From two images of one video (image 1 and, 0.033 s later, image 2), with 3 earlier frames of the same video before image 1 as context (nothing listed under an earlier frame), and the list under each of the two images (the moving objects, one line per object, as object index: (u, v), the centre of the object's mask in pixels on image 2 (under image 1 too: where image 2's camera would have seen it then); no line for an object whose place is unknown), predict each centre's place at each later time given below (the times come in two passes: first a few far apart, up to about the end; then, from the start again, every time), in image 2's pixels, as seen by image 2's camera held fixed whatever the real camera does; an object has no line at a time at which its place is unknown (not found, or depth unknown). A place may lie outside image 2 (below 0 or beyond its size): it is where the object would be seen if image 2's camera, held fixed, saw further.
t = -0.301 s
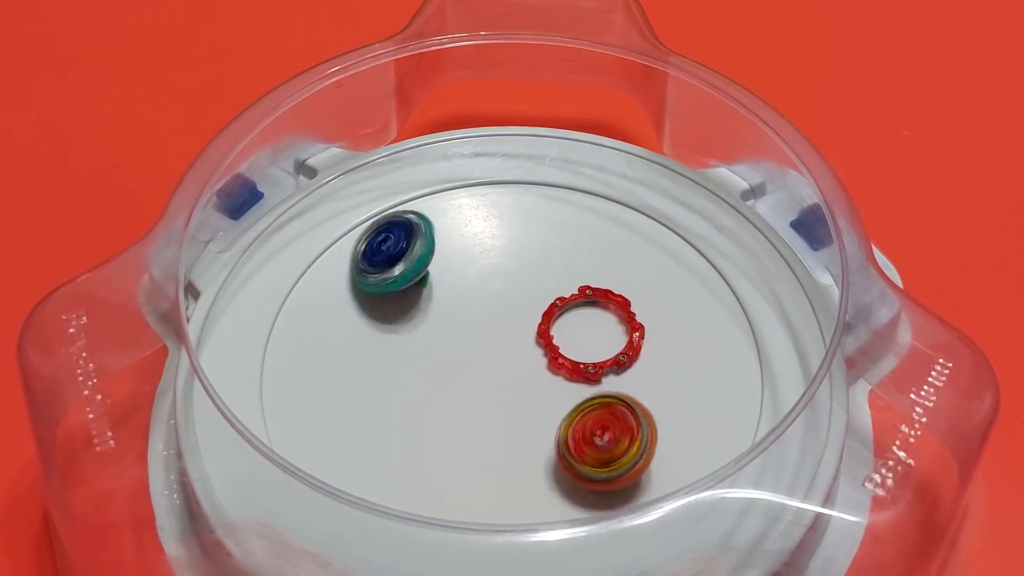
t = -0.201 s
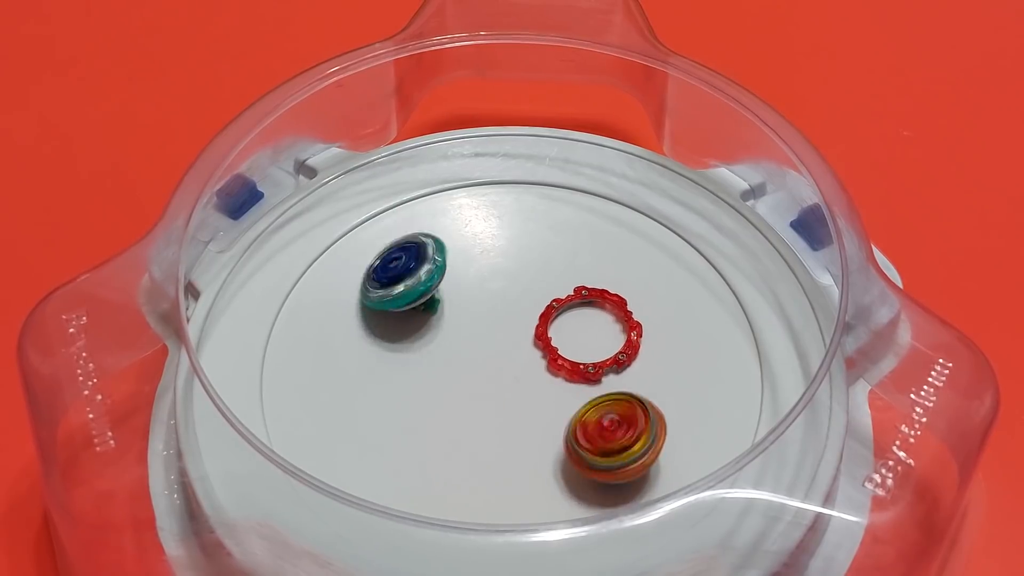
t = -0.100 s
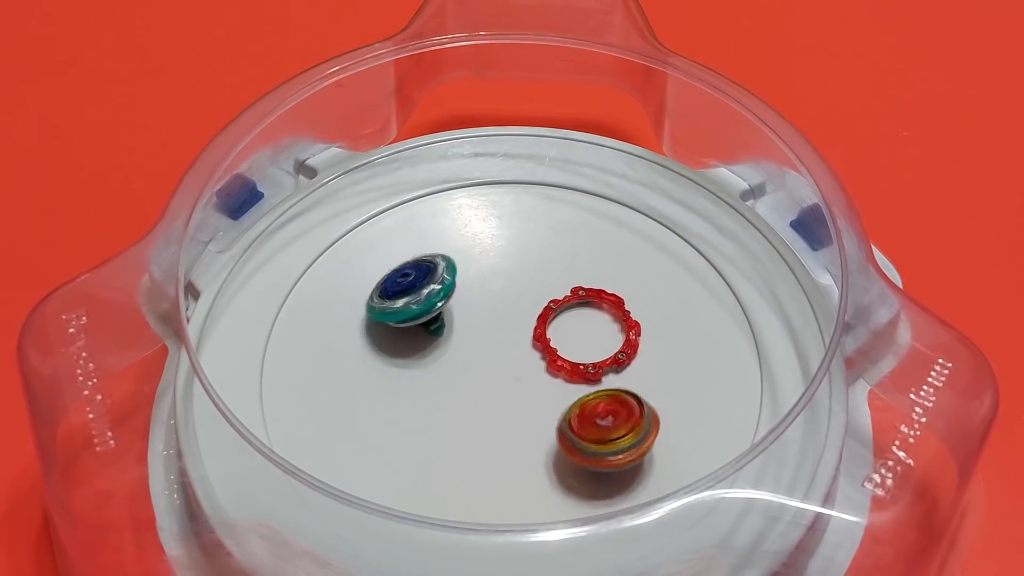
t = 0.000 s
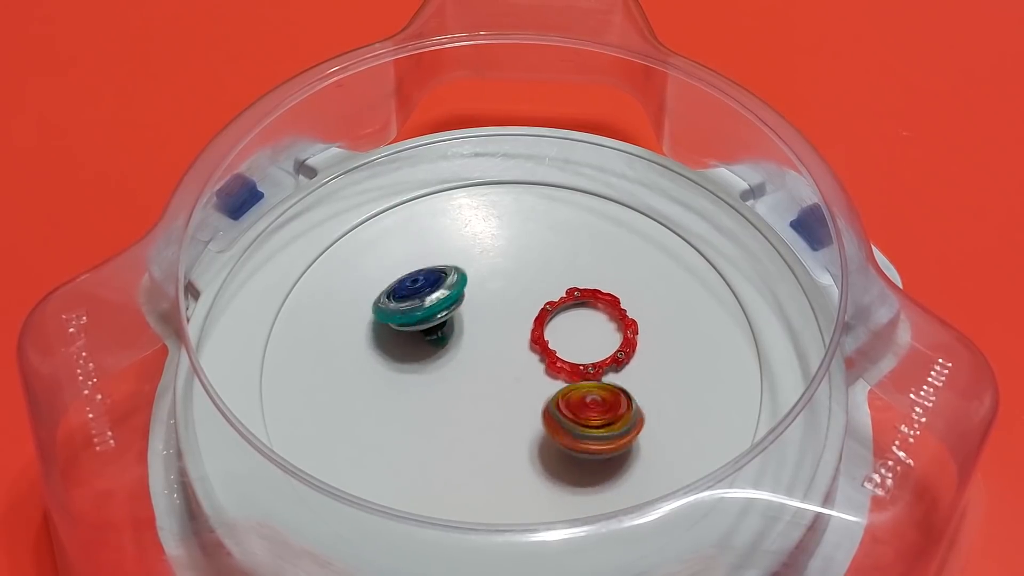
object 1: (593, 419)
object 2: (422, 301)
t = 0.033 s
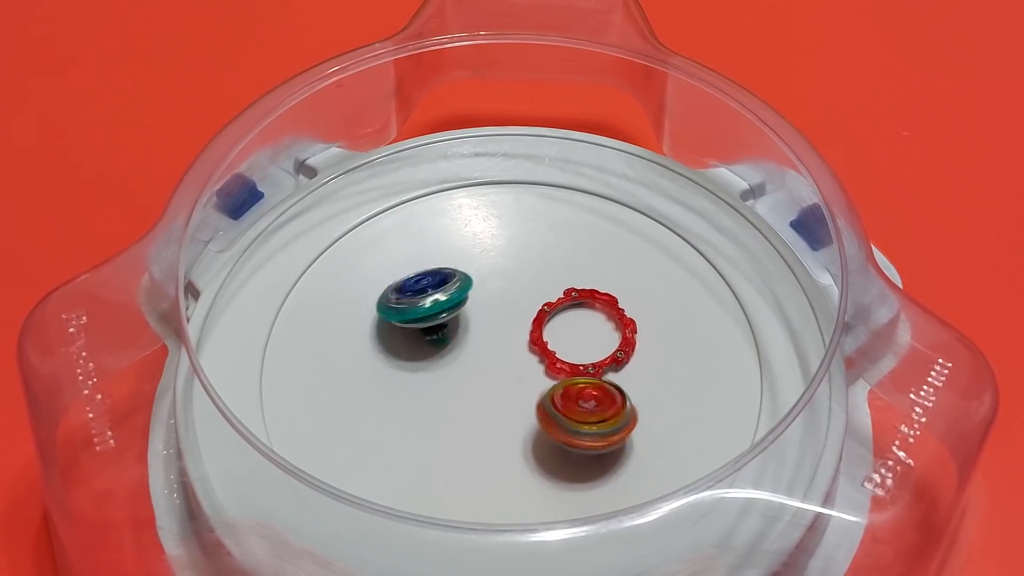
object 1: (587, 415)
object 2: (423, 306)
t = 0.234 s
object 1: (557, 377)
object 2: (456, 304)
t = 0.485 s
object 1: (541, 359)
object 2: (464, 311)
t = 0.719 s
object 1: (561, 367)
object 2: (442, 335)
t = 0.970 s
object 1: (547, 375)
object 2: (438, 338)
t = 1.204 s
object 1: (511, 364)
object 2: (454, 318)
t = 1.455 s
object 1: (494, 391)
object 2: (517, 303)
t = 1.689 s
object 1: (457, 414)
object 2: (530, 307)
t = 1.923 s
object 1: (466, 412)
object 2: (536, 311)
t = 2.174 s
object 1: (486, 372)
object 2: (568, 340)
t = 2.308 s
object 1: (494, 372)
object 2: (573, 357)
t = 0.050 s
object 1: (583, 412)
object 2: (427, 300)
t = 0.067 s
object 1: (582, 410)
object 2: (431, 300)
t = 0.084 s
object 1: (579, 407)
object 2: (432, 299)
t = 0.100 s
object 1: (576, 405)
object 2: (434, 298)
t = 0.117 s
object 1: (573, 401)
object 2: (437, 300)
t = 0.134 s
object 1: (572, 398)
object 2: (440, 299)
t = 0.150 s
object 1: (569, 394)
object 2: (443, 299)
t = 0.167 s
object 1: (567, 391)
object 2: (446, 300)
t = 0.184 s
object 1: (564, 386)
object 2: (448, 300)
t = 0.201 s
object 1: (563, 383)
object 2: (451, 300)
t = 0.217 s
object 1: (559, 380)
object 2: (454, 303)
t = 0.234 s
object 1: (557, 377)
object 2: (456, 304)
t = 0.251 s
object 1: (553, 373)
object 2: (458, 305)
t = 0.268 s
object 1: (552, 369)
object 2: (461, 307)
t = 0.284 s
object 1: (548, 364)
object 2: (462, 308)
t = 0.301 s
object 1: (545, 359)
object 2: (463, 309)
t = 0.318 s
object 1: (546, 361)
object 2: (461, 309)
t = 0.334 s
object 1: (545, 362)
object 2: (458, 306)
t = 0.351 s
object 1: (544, 362)
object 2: (456, 304)
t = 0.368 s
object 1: (544, 363)
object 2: (456, 304)
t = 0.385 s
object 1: (543, 365)
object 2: (455, 304)
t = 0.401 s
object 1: (541, 364)
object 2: (455, 304)
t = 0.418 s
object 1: (540, 364)
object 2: (457, 306)
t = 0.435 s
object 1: (540, 363)
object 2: (459, 307)
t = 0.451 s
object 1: (540, 361)
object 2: (461, 308)
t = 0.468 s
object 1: (540, 361)
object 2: (463, 312)
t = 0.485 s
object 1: (541, 359)
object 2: (464, 311)
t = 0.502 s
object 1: (543, 359)
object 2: (464, 314)
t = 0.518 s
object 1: (544, 358)
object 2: (464, 318)
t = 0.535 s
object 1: (544, 359)
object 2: (464, 320)
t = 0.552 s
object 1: (544, 359)
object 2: (462, 322)
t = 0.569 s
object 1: (544, 358)
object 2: (461, 325)
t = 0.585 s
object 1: (545, 358)
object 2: (459, 326)
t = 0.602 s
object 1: (544, 357)
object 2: (458, 327)
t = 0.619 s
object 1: (545, 357)
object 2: (457, 329)
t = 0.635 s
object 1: (545, 356)
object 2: (454, 334)
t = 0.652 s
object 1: (549, 358)
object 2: (451, 336)
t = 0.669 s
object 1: (552, 361)
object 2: (447, 335)
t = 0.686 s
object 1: (556, 363)
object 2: (444, 334)
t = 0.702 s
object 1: (559, 365)
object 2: (442, 334)
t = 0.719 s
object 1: (561, 367)
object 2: (442, 335)
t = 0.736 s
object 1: (561, 370)
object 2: (441, 337)
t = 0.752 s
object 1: (560, 371)
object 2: (440, 337)
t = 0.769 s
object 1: (560, 372)
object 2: (440, 338)
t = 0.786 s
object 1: (559, 372)
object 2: (441, 339)
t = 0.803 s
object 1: (558, 372)
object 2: (440, 338)
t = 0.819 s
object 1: (559, 372)
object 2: (441, 339)
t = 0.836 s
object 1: (558, 373)
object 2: (441, 339)
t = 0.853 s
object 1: (558, 373)
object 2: (440, 339)
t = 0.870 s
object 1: (557, 374)
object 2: (442, 339)
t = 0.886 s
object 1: (556, 374)
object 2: (441, 339)
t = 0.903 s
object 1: (555, 375)
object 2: (440, 340)
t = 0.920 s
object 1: (553, 375)
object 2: (440, 339)
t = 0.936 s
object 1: (552, 375)
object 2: (439, 340)
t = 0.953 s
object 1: (549, 376)
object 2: (439, 339)
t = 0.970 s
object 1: (547, 375)
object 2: (438, 338)
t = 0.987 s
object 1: (545, 375)
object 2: (439, 339)
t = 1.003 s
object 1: (541, 374)
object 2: (438, 338)
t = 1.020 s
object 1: (539, 373)
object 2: (438, 337)
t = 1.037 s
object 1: (535, 373)
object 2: (438, 336)
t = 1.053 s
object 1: (532, 372)
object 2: (438, 335)
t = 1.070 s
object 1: (531, 371)
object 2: (438, 334)
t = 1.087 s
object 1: (528, 370)
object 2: (439, 331)
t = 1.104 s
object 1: (524, 367)
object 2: (439, 330)
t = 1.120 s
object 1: (520, 367)
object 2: (441, 328)
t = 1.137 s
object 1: (516, 365)
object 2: (442, 327)
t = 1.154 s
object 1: (516, 364)
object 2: (444, 326)
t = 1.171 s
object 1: (513, 362)
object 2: (446, 325)
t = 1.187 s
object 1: (511, 361)
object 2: (449, 322)
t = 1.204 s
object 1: (511, 364)
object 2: (454, 318)
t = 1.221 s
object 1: (510, 370)
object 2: (458, 316)
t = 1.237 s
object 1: (509, 374)
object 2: (461, 314)
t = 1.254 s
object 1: (508, 376)
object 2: (464, 309)
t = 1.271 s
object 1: (507, 378)
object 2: (468, 306)
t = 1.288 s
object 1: (506, 379)
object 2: (477, 295)
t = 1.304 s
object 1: (505, 380)
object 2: (483, 295)
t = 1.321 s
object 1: (505, 381)
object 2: (487, 296)
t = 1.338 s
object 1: (504, 381)
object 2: (493, 298)
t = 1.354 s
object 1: (504, 381)
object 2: (496, 298)
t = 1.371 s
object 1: (503, 380)
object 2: (500, 299)
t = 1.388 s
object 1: (503, 380)
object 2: (503, 300)
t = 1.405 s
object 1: (503, 379)
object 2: (506, 302)
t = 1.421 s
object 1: (503, 381)
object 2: (509, 303)
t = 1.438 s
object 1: (500, 386)
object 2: (514, 303)
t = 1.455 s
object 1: (494, 391)
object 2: (517, 303)
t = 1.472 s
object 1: (492, 393)
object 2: (518, 301)
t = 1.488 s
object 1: (491, 394)
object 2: (517, 302)
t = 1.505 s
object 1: (489, 394)
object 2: (515, 302)
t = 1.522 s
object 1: (488, 395)
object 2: (516, 305)
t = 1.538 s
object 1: (487, 396)
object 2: (517, 304)
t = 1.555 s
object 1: (487, 397)
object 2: (518, 307)
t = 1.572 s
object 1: (486, 398)
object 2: (519, 311)
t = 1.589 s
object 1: (485, 397)
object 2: (520, 313)
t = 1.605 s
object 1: (485, 397)
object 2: (519, 321)
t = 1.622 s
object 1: (485, 397)
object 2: (518, 322)
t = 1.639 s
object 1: (478, 402)
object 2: (522, 316)
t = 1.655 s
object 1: (470, 407)
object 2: (522, 317)
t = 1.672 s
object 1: (463, 411)
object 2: (524, 312)
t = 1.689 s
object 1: (457, 414)
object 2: (530, 307)
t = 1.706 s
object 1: (453, 417)
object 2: (530, 309)
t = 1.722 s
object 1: (451, 421)
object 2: (531, 308)
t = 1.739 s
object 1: (449, 422)
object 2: (534, 303)
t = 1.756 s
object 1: (447, 422)
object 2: (534, 304)
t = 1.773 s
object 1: (447, 423)
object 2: (535, 303)
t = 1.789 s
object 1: (447, 424)
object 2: (536, 302)
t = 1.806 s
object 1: (449, 423)
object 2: (536, 301)
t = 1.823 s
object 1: (450, 423)
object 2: (537, 304)
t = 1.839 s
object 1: (451, 422)
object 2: (536, 305)
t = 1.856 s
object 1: (453, 421)
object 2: (536, 306)
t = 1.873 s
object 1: (456, 419)
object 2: (536, 307)
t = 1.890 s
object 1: (459, 416)
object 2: (536, 309)
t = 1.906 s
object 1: (463, 414)
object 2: (535, 310)
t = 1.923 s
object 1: (466, 412)
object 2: (536, 311)
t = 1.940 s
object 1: (471, 409)
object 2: (538, 314)
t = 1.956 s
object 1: (477, 405)
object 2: (537, 315)
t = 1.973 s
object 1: (482, 401)
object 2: (539, 316)
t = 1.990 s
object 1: (486, 395)
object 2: (541, 316)
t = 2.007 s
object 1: (488, 391)
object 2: (545, 318)
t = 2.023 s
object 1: (490, 387)
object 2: (547, 320)
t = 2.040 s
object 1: (492, 384)
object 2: (550, 321)
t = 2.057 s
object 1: (491, 381)
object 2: (552, 321)
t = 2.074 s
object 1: (489, 379)
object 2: (556, 325)
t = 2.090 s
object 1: (487, 377)
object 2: (560, 328)
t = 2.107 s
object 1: (487, 375)
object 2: (563, 330)
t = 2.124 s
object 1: (486, 374)
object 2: (565, 333)
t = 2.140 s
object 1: (486, 373)
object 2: (566, 334)
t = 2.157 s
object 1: (486, 372)
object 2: (567, 336)
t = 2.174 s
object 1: (486, 372)
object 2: (568, 340)
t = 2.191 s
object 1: (487, 371)
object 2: (569, 343)
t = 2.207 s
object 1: (488, 371)
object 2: (569, 345)
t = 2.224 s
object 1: (489, 372)
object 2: (569, 348)
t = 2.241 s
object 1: (491, 372)
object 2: (569, 350)
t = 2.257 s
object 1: (493, 372)
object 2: (569, 351)
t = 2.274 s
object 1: (494, 372)
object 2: (570, 353)
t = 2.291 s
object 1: (494, 372)
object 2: (572, 355)
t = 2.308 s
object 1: (494, 372)
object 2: (573, 357)
